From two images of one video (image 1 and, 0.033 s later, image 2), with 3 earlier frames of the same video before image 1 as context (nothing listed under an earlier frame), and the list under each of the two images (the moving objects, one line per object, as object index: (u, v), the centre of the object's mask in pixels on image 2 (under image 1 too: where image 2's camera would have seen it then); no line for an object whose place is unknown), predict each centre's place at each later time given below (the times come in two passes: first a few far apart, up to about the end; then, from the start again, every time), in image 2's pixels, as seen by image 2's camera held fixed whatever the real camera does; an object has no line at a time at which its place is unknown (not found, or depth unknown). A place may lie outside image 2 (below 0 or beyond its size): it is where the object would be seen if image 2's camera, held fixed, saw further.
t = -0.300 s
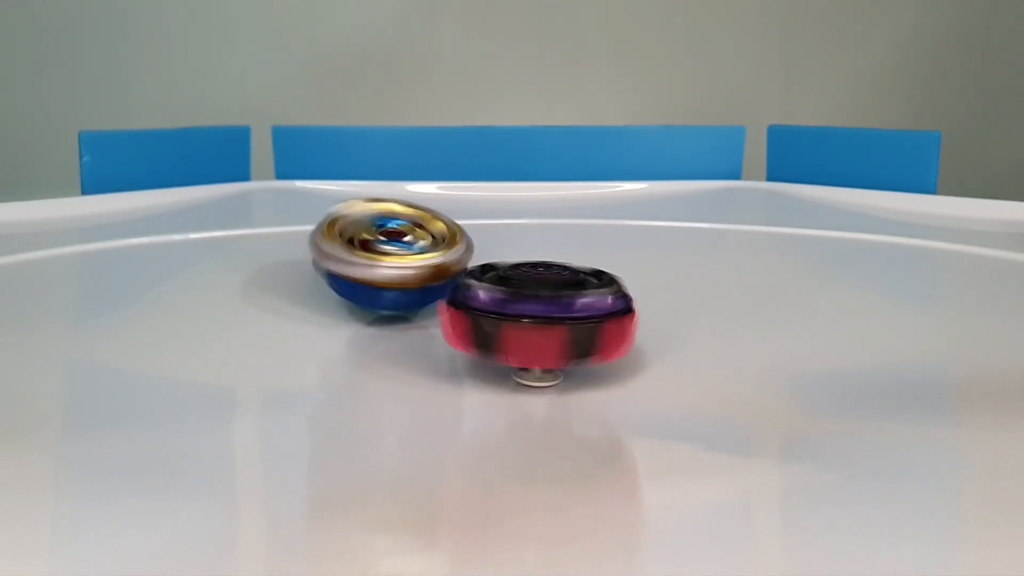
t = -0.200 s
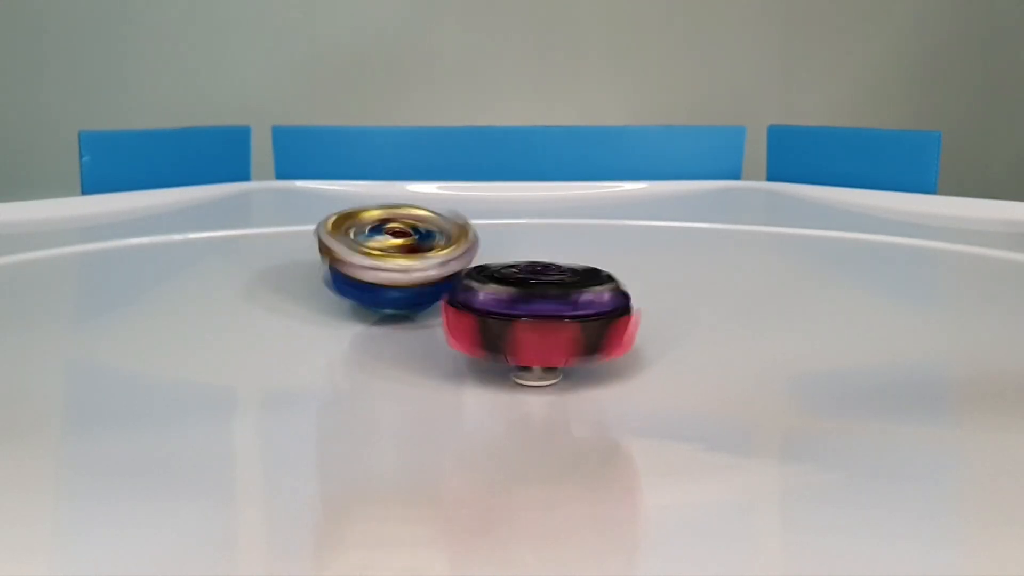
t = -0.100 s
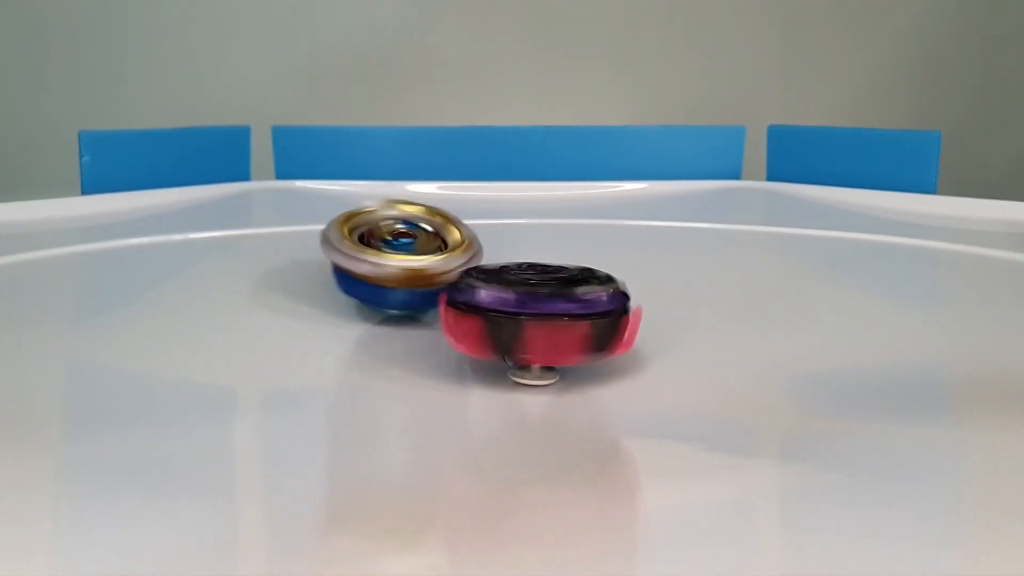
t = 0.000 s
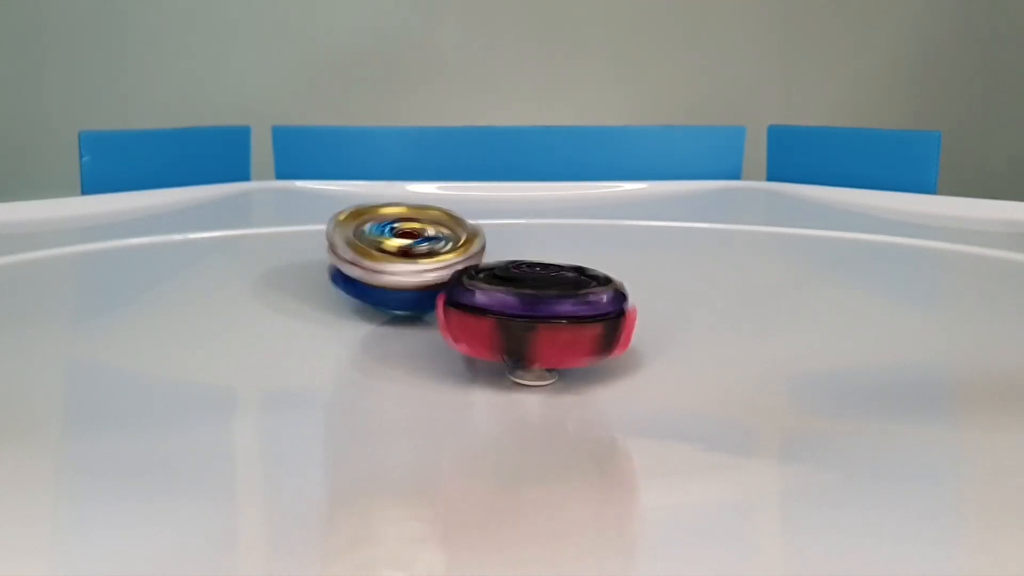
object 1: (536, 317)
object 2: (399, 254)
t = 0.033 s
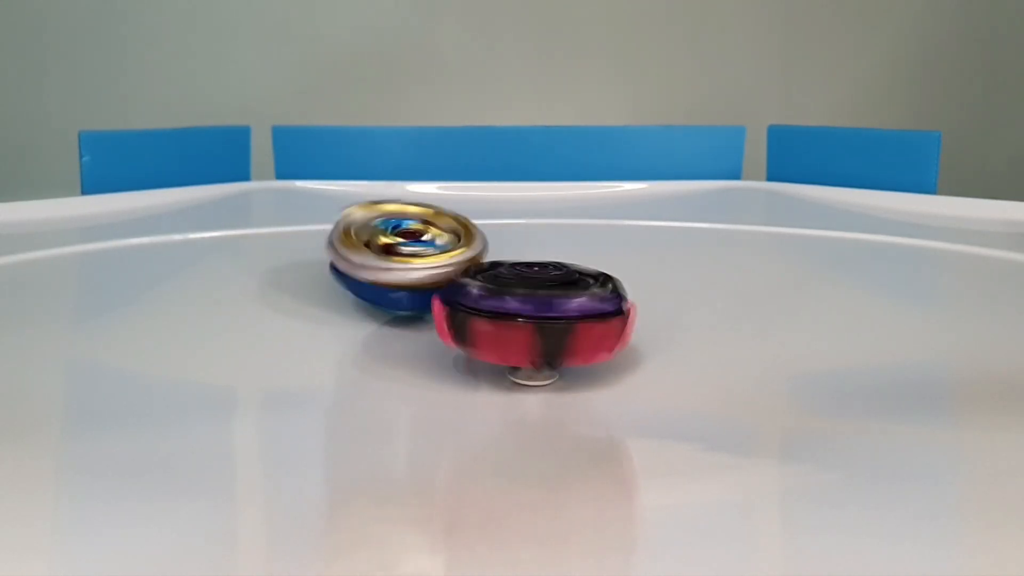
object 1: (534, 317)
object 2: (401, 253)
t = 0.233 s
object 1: (533, 316)
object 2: (411, 252)
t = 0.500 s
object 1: (530, 315)
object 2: (424, 250)
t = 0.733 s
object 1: (528, 316)
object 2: (433, 247)
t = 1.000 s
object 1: (529, 320)
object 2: (446, 243)
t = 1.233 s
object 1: (531, 323)
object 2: (456, 241)
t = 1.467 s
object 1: (531, 324)
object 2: (463, 238)
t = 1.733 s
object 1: (530, 325)
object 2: (477, 237)
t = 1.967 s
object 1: (530, 324)
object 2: (486, 237)
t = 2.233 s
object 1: (530, 324)
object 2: (499, 235)
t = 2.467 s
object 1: (529, 324)
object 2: (509, 236)
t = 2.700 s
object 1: (529, 323)
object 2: (521, 236)
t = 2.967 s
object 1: (528, 323)
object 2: (534, 237)
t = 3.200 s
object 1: (528, 322)
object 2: (547, 239)
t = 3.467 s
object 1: (525, 322)
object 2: (562, 243)
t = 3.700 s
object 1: (520, 324)
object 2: (581, 247)
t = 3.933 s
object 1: (515, 324)
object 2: (598, 250)
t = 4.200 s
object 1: (511, 323)
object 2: (614, 253)
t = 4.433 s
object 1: (511, 322)
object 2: (624, 258)
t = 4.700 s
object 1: (508, 322)
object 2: (638, 262)
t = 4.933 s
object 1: (506, 321)
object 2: (647, 265)
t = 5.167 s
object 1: (506, 320)
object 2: (656, 270)
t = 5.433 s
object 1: (504, 318)
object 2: (666, 272)
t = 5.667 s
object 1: (503, 318)
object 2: (677, 275)
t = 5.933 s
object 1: (504, 317)
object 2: (688, 277)
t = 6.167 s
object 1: (503, 315)
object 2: (697, 281)
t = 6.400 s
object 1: (504, 315)
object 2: (703, 285)
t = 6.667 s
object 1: (504, 314)
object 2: (714, 288)
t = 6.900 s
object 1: (506, 312)
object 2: (720, 292)
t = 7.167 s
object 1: (507, 311)
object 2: (725, 297)
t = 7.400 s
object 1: (510, 310)
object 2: (730, 302)
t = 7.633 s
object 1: (512, 309)
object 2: (734, 305)
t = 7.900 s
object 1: (514, 308)
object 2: (736, 310)
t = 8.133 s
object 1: (518, 307)
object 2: (737, 314)
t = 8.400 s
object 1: (520, 305)
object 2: (732, 319)
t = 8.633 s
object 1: (523, 304)
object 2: (730, 323)
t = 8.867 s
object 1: (525, 304)
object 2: (723, 327)
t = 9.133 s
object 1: (526, 302)
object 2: (715, 331)
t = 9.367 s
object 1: (527, 301)
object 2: (703, 336)
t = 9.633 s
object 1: (528, 299)
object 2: (689, 338)
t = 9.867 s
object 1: (529, 296)
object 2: (675, 342)
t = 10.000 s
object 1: (528, 293)
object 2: (667, 343)
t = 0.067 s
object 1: (535, 317)
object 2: (405, 253)
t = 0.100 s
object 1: (534, 316)
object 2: (406, 252)
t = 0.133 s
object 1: (534, 316)
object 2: (409, 253)
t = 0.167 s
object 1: (535, 316)
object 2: (408, 253)
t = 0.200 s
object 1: (534, 316)
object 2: (408, 252)
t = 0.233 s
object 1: (533, 316)
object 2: (411, 252)
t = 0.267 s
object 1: (533, 316)
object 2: (413, 252)
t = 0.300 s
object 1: (532, 316)
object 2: (415, 252)
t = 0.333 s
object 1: (531, 316)
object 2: (414, 252)
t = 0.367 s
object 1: (531, 315)
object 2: (414, 250)
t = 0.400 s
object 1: (530, 315)
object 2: (417, 250)
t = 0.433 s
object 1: (531, 315)
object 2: (420, 250)
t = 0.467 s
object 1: (531, 315)
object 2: (423, 250)
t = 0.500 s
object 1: (530, 315)
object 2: (424, 250)
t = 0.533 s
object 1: (531, 315)
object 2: (423, 250)
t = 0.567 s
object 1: (529, 315)
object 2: (425, 249)
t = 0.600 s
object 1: (529, 315)
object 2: (427, 249)
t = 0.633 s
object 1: (529, 315)
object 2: (429, 248)
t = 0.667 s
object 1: (527, 315)
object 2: (431, 248)
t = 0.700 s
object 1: (527, 315)
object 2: (431, 249)
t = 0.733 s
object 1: (528, 316)
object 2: (433, 247)
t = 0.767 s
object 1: (529, 317)
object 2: (437, 247)
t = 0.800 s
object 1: (529, 317)
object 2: (439, 245)
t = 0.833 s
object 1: (529, 317)
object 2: (441, 244)
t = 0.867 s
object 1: (530, 318)
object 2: (440, 244)
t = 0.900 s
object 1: (530, 318)
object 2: (440, 244)
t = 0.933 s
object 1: (531, 319)
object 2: (442, 244)
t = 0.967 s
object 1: (531, 319)
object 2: (445, 243)
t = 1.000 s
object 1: (529, 320)
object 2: (446, 243)
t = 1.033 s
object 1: (530, 321)
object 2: (447, 243)
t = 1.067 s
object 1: (531, 322)
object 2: (446, 243)
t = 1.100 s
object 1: (531, 321)
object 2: (447, 241)
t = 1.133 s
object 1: (532, 322)
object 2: (451, 241)
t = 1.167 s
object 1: (532, 322)
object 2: (453, 241)
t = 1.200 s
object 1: (533, 323)
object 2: (456, 240)
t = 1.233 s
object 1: (531, 323)
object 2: (456, 241)
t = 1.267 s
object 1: (532, 323)
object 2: (455, 240)
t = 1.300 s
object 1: (532, 324)
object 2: (457, 240)
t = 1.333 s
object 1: (532, 324)
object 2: (460, 240)
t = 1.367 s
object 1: (531, 324)
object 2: (462, 239)
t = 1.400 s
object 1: (530, 324)
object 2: (463, 240)
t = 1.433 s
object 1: (531, 324)
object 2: (462, 239)
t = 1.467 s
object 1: (531, 324)
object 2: (463, 238)
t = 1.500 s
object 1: (532, 324)
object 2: (467, 238)
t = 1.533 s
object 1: (532, 324)
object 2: (469, 238)
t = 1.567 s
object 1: (531, 324)
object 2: (471, 238)
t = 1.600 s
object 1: (531, 324)
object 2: (471, 239)
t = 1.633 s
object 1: (531, 325)
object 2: (470, 238)
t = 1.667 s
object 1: (531, 325)
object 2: (473, 238)
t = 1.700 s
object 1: (530, 324)
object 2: (475, 238)
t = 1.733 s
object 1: (530, 325)
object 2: (477, 237)
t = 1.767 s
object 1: (529, 324)
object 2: (478, 237)
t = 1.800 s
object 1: (529, 324)
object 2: (477, 237)
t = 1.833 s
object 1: (530, 324)
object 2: (479, 237)
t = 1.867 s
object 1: (530, 324)
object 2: (482, 236)
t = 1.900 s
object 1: (531, 324)
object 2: (484, 236)
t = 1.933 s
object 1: (530, 324)
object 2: (487, 236)
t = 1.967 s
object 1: (530, 324)
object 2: (486, 237)
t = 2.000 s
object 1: (530, 324)
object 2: (486, 237)
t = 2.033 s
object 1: (529, 324)
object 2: (488, 236)
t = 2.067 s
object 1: (529, 324)
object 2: (491, 237)
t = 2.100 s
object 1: (530, 324)
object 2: (492, 236)
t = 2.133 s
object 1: (530, 324)
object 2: (494, 236)
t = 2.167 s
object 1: (530, 324)
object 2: (493, 237)
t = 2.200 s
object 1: (529, 324)
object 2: (494, 236)
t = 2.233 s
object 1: (530, 324)
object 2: (499, 235)
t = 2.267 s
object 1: (529, 324)
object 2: (500, 235)
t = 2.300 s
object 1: (530, 324)
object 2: (503, 235)
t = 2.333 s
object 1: (529, 324)
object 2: (502, 236)
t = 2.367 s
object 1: (528, 324)
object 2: (503, 237)
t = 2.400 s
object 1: (528, 324)
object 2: (505, 235)
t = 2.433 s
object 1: (528, 323)
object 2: (508, 235)
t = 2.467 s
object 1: (529, 324)
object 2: (509, 236)
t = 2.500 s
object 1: (529, 324)
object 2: (511, 236)
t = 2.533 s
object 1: (529, 324)
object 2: (510, 237)
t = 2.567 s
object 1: (529, 324)
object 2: (512, 236)
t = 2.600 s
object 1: (528, 323)
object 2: (516, 236)
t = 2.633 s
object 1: (529, 323)
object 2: (518, 235)
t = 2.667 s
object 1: (528, 324)
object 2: (521, 236)
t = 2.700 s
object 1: (529, 323)
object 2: (521, 236)
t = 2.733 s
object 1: (528, 323)
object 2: (521, 237)
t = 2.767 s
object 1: (528, 324)
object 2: (522, 237)
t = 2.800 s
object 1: (528, 323)
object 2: (526, 236)
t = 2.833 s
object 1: (528, 323)
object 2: (528, 237)
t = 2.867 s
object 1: (529, 323)
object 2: (528, 237)
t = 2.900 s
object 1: (529, 323)
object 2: (529, 237)
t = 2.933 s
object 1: (529, 323)
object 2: (530, 237)
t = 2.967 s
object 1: (528, 323)
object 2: (534, 237)
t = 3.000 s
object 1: (528, 323)
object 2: (536, 237)
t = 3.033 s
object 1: (528, 323)
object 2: (539, 238)
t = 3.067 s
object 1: (527, 323)
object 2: (540, 238)
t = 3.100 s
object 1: (527, 323)
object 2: (540, 239)
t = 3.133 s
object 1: (527, 323)
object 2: (542, 239)
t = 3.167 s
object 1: (528, 322)
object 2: (545, 239)
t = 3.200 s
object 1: (528, 322)
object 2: (547, 239)
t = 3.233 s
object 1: (527, 323)
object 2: (548, 240)
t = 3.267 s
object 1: (528, 322)
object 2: (548, 240)
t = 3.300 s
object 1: (527, 322)
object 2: (550, 240)
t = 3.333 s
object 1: (528, 322)
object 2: (554, 241)
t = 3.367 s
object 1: (528, 322)
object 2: (556, 240)
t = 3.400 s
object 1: (527, 322)
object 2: (560, 241)
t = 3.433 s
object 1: (526, 322)
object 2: (561, 242)
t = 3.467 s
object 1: (525, 322)
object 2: (562, 243)
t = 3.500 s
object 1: (525, 322)
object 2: (564, 244)
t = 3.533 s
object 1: (524, 323)
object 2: (568, 245)
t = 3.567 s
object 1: (523, 323)
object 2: (571, 244)
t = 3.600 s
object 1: (522, 323)
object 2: (576, 245)
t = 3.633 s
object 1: (522, 324)
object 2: (577, 246)
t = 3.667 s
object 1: (520, 324)
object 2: (578, 246)
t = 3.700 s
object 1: (520, 324)
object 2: (581, 247)
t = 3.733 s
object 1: (518, 324)
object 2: (584, 247)
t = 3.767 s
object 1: (517, 324)
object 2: (586, 245)
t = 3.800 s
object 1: (516, 324)
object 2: (589, 246)
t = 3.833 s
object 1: (515, 324)
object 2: (590, 247)
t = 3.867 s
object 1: (515, 324)
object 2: (591, 248)
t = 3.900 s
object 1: (514, 324)
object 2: (595, 249)
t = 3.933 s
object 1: (515, 324)
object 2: (598, 250)
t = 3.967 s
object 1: (514, 324)
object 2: (600, 249)
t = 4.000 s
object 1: (515, 324)
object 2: (602, 251)
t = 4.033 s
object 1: (514, 324)
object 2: (603, 252)
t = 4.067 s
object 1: (514, 324)
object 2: (604, 252)
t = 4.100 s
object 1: (513, 324)
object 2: (607, 252)
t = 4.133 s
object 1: (512, 323)
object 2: (610, 253)
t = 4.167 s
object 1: (512, 323)
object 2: (612, 251)
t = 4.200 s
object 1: (511, 323)
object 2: (614, 253)
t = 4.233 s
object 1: (511, 323)
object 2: (614, 254)
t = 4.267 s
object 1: (511, 323)
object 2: (616, 255)
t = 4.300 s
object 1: (512, 323)
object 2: (619, 255)
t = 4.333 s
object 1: (511, 323)
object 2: (621, 256)
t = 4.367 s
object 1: (512, 323)
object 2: (623, 256)
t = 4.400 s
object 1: (510, 323)
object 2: (625, 257)
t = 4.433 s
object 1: (511, 322)
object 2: (624, 258)
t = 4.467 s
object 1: (510, 323)
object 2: (626, 258)
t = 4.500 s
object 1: (509, 322)
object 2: (629, 259)
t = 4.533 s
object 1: (509, 322)
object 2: (631, 259)
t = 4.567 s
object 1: (508, 322)
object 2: (632, 260)
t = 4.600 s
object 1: (509, 322)
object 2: (634, 260)
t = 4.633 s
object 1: (508, 322)
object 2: (633, 261)
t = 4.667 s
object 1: (509, 322)
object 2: (636, 261)
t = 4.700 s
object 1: (508, 322)
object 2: (638, 262)
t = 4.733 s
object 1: (509, 321)
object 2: (639, 262)
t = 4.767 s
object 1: (508, 321)
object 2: (641, 263)
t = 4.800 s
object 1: (509, 321)
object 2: (641, 264)
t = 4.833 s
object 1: (508, 321)
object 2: (642, 264)
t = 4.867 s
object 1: (507, 321)
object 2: (644, 265)
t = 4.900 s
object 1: (506, 321)
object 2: (647, 265)
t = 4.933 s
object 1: (506, 321)
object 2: (647, 265)
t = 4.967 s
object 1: (506, 321)
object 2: (649, 265)
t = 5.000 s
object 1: (506, 320)
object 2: (649, 266)
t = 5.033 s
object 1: (507, 320)
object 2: (650, 267)
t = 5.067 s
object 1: (506, 320)
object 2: (653, 267)
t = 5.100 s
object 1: (507, 320)
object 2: (655, 267)
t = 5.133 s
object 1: (505, 320)
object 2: (655, 267)
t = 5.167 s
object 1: (506, 320)
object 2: (656, 270)
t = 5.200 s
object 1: (506, 320)
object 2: (657, 269)
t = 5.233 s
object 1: (505, 320)
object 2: (658, 270)
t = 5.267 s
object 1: (504, 320)
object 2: (661, 269)
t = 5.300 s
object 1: (504, 319)
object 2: (663, 270)
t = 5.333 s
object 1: (504, 319)
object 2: (664, 269)
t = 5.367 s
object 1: (504, 319)
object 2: (664, 272)
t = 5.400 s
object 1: (505, 319)
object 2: (665, 271)
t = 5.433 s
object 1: (504, 318)
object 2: (666, 272)
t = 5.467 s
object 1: (505, 319)
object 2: (668, 272)
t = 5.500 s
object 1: (504, 319)
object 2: (670, 272)
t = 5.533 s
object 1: (505, 318)
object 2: (671, 272)
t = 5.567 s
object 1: (504, 318)
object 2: (673, 274)
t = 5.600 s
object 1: (504, 318)
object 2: (672, 275)
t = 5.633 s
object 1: (503, 318)
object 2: (675, 275)
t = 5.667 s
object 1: (503, 318)
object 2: (677, 275)
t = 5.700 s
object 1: (503, 318)
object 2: (679, 275)
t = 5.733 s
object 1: (503, 317)
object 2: (680, 275)
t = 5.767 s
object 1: (504, 317)
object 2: (681, 277)
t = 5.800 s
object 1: (503, 317)
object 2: (680, 277)
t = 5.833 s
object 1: (505, 317)
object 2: (683, 277)
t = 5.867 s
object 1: (503, 317)
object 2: (685, 277)
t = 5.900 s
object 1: (504, 317)
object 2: (686, 277)
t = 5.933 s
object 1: (504, 317)
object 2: (688, 277)
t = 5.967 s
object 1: (504, 316)
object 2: (689, 279)
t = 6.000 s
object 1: (503, 316)
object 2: (688, 279)
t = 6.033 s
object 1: (503, 316)
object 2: (690, 279)
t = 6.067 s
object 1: (503, 316)
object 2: (694, 279)
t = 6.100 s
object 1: (503, 316)
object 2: (694, 279)
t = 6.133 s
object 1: (503, 316)
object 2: (696, 280)
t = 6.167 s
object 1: (503, 315)
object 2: (697, 281)
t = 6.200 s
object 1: (504, 316)
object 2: (696, 282)
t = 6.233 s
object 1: (503, 315)
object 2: (698, 282)
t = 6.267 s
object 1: (505, 315)
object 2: (701, 282)
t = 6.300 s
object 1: (504, 315)
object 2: (701, 282)
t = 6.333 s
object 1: (504, 315)
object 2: (703, 283)
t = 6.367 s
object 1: (503, 315)
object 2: (704, 284)
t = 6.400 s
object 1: (504, 315)
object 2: (703, 285)
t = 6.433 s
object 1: (503, 314)
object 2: (706, 285)
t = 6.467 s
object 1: (504, 314)
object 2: (708, 285)
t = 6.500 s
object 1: (504, 314)
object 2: (708, 285)
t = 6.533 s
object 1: (504, 314)
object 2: (711, 286)
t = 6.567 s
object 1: (505, 314)
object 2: (710, 287)
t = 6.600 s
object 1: (504, 313)
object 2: (710, 288)
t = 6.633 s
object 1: (504, 314)
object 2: (712, 288)
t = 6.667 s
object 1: (504, 314)
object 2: (714, 288)
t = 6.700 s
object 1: (505, 313)
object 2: (714, 288)
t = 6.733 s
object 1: (504, 313)
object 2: (717, 289)
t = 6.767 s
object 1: (505, 313)
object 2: (716, 290)
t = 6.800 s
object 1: (505, 313)
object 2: (715, 292)
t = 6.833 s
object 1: (505, 313)
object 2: (718, 291)
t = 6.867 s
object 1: (505, 313)
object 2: (720, 291)
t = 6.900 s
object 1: (506, 312)
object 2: (720, 292)
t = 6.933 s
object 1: (506, 312)
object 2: (722, 293)
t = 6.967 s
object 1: (506, 312)
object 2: (721, 294)
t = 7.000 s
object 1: (506, 312)
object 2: (721, 295)
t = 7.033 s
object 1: (507, 312)
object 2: (723, 295)
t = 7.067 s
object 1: (507, 312)
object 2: (725, 295)
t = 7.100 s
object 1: (506, 311)
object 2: (725, 295)
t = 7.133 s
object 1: (506, 311)
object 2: (727, 296)
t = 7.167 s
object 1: (507, 311)
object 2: (725, 297)
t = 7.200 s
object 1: (508, 311)
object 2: (725, 298)
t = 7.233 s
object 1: (508, 311)
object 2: (727, 298)
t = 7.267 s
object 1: (509, 311)
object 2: (729, 298)
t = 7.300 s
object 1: (509, 311)
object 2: (729, 299)
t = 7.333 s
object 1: (510, 310)
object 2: (731, 300)
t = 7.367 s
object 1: (509, 310)
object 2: (729, 301)
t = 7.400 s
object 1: (510, 310)
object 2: (730, 302)
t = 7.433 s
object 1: (510, 310)
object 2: (731, 302)
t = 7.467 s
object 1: (509, 310)
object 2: (732, 302)
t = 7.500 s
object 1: (509, 310)
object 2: (733, 302)
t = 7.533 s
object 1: (510, 309)
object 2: (734, 303)
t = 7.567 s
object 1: (510, 309)
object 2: (732, 304)
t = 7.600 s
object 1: (511, 309)
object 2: (732, 305)
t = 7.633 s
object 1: (512, 309)
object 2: (734, 305)
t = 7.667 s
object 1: (512, 309)
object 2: (735, 306)
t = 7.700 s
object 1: (513, 309)
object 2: (735, 306)
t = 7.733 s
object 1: (513, 309)
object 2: (736, 307)
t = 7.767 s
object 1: (514, 308)
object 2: (734, 309)
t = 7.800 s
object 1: (513, 308)
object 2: (734, 309)
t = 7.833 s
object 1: (513, 308)
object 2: (736, 309)
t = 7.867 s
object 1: (513, 308)
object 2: (736, 309)
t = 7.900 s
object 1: (514, 308)
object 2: (736, 310)
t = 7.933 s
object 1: (514, 308)
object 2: (737, 310)
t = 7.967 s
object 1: (515, 307)
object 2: (735, 312)
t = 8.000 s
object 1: (515, 307)
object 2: (734, 312)
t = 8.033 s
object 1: (516, 307)
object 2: (736, 312)
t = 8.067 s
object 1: (517, 307)
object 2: (736, 313)
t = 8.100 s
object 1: (517, 307)
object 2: (736, 313)
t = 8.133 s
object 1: (518, 307)
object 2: (737, 314)
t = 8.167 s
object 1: (518, 307)
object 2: (734, 315)
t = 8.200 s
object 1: (518, 306)
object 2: (734, 316)
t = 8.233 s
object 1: (518, 306)
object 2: (735, 316)
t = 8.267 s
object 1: (519, 306)
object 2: (735, 316)
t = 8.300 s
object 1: (519, 306)
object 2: (735, 317)
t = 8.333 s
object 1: (519, 306)
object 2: (735, 317)
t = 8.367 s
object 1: (520, 306)
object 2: (733, 318)
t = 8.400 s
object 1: (520, 305)
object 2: (732, 319)
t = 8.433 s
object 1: (521, 305)
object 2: (733, 319)
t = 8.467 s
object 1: (521, 305)
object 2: (732, 320)
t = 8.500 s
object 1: (522, 305)
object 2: (733, 320)
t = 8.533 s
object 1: (523, 305)
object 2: (732, 321)
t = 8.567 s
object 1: (523, 305)
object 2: (730, 322)
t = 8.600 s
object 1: (522, 305)
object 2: (729, 323)
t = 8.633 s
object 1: (523, 304)
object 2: (730, 323)
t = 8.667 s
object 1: (524, 305)
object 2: (729, 324)
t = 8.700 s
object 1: (524, 304)
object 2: (729, 324)
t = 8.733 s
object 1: (524, 304)
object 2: (729, 324)
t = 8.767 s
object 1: (525, 304)
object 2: (725, 325)
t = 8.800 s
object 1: (524, 304)
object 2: (724, 325)
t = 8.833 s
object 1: (526, 303)
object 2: (725, 326)
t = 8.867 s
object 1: (525, 304)
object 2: (723, 327)
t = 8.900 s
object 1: (527, 304)
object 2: (723, 327)
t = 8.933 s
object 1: (525, 303)
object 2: (722, 328)
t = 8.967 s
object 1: (526, 303)
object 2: (720, 329)
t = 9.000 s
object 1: (525, 303)
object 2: (719, 330)
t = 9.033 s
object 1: (527, 303)
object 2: (718, 330)
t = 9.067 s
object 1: (527, 303)
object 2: (717, 330)
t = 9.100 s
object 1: (527, 303)
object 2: (716, 331)
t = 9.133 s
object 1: (526, 302)
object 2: (715, 331)
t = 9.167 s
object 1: (526, 303)
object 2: (712, 332)
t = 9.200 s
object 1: (526, 301)
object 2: (710, 332)
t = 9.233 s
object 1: (528, 302)
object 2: (710, 332)
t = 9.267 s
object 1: (528, 302)
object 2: (708, 333)
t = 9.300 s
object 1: (528, 302)
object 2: (707, 334)
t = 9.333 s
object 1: (527, 301)
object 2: (705, 335)
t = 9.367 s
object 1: (527, 301)
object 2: (703, 336)
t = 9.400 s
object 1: (527, 300)
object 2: (701, 336)
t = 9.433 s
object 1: (527, 301)
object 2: (701, 336)
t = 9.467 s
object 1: (529, 300)
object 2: (698, 337)
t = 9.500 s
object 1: (528, 300)
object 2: (697, 337)
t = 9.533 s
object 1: (528, 299)
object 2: (695, 337)
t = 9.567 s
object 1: (527, 299)
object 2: (692, 338)
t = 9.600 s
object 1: (526, 298)
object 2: (690, 338)
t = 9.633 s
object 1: (528, 299)
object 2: (689, 338)
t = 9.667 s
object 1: (529, 299)
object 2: (687, 339)
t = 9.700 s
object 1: (529, 298)
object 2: (685, 340)
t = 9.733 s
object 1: (529, 298)
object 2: (684, 340)
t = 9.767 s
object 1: (529, 299)
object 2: (681, 341)
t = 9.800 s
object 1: (528, 297)
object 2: (680, 340)
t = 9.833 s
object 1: (529, 296)
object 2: (678, 341)
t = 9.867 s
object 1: (529, 296)
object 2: (675, 342)
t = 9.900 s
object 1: (529, 296)
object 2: (673, 342)
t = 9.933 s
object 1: (530, 295)
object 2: (672, 343)
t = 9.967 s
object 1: (530, 294)
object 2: (669, 343)
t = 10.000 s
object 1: (528, 293)
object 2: (667, 343)
